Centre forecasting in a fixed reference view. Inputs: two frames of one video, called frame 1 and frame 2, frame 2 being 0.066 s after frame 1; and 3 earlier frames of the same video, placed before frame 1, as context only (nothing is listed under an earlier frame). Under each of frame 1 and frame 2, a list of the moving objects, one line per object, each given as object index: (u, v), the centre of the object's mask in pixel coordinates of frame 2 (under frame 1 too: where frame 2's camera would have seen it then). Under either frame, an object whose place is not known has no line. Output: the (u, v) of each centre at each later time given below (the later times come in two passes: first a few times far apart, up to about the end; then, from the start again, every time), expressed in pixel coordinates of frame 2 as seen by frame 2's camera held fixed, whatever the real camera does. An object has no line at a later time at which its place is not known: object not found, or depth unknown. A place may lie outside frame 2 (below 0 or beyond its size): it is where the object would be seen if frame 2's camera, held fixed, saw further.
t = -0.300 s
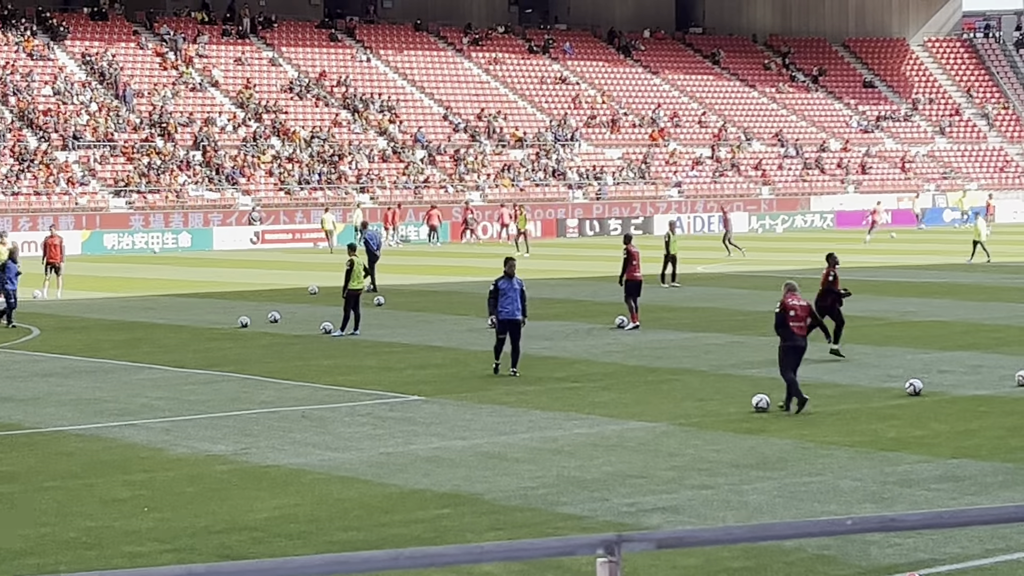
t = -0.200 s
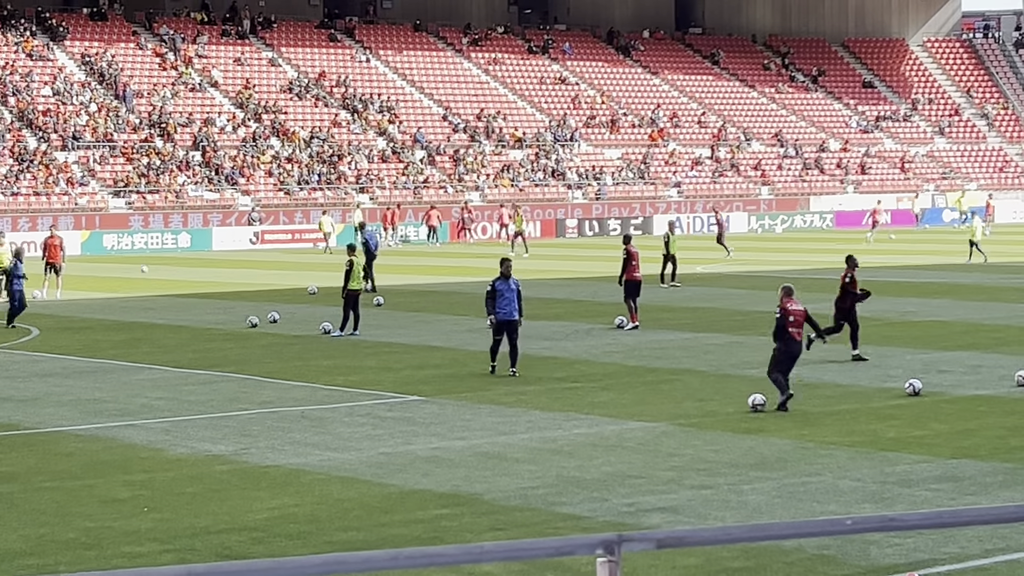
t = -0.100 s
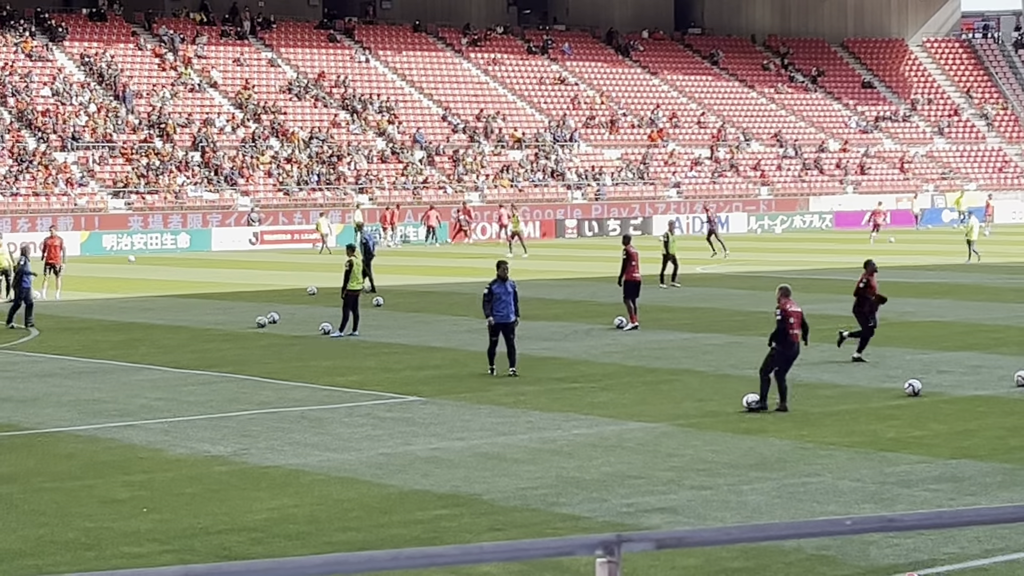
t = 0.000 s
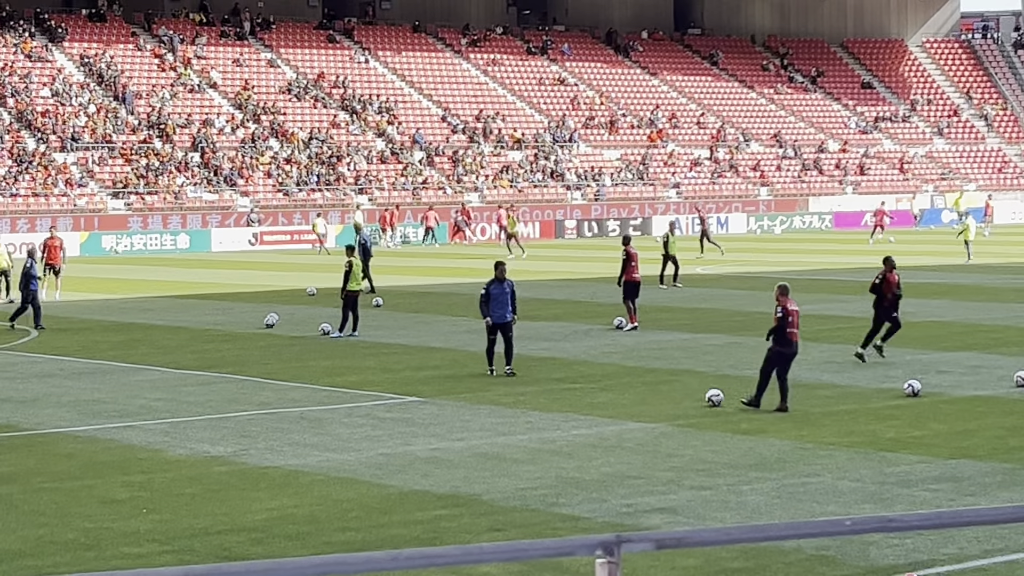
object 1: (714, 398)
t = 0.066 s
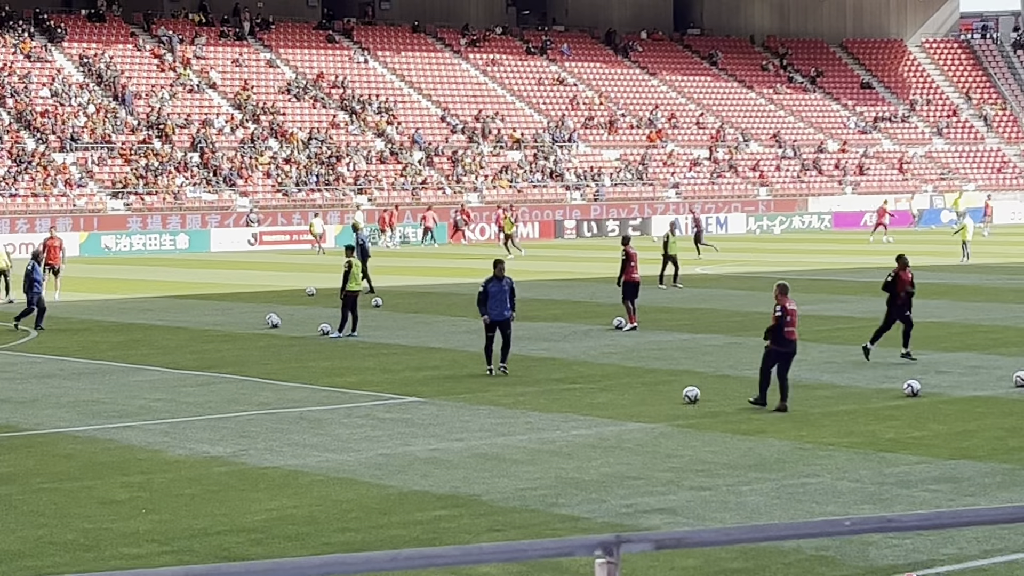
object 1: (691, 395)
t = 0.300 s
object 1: (625, 386)
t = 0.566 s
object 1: (569, 379)
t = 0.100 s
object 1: (681, 393)
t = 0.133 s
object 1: (671, 393)
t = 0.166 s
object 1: (661, 391)
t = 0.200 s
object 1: (652, 389)
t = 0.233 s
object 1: (642, 388)
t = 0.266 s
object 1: (634, 388)
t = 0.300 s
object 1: (625, 386)
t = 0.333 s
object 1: (618, 385)
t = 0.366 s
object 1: (610, 384)
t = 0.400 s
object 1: (602, 383)
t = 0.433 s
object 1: (595, 382)
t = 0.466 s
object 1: (589, 381)
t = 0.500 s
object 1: (582, 380)
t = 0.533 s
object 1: (575, 379)
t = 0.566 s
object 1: (569, 379)
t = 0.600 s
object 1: (564, 378)
